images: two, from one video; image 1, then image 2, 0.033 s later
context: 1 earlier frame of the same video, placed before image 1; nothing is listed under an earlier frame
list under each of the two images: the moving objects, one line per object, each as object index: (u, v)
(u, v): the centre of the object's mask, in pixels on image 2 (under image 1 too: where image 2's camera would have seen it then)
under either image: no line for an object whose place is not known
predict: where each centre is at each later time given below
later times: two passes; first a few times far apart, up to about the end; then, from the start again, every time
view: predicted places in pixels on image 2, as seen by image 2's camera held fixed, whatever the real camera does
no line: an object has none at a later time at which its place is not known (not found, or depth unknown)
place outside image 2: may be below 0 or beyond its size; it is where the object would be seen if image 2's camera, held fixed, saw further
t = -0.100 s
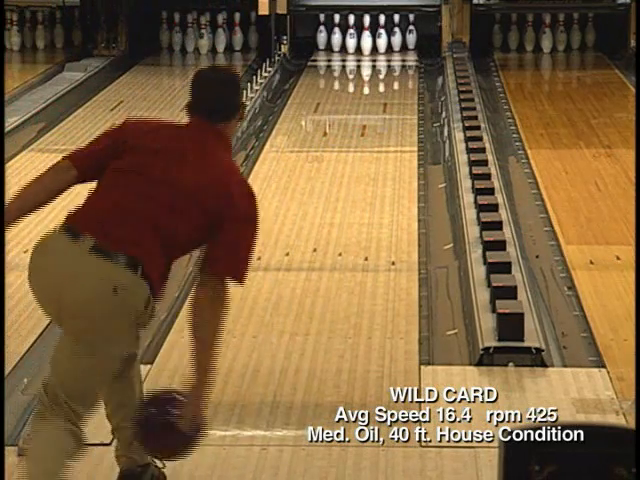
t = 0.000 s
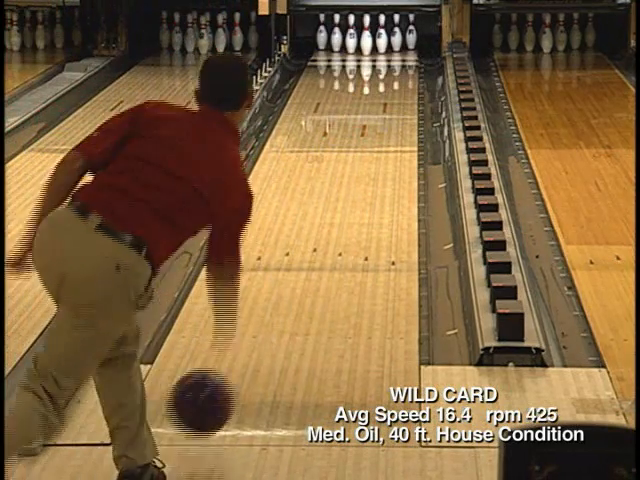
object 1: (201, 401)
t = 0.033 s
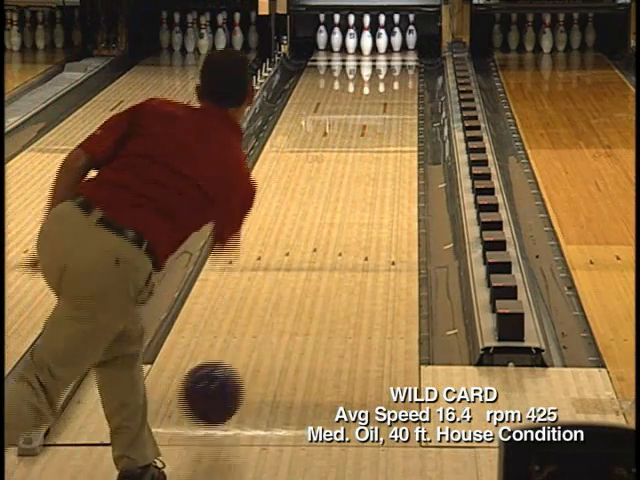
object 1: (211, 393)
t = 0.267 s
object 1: (268, 320)
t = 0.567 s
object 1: (318, 242)
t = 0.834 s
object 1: (349, 192)
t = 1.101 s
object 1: (373, 152)
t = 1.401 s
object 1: (391, 118)
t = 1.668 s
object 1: (401, 94)
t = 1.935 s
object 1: (402, 75)
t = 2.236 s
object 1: (392, 58)
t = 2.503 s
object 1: (376, 45)
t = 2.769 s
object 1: (377, 43)
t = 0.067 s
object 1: (220, 388)
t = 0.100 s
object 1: (230, 377)
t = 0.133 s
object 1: (238, 364)
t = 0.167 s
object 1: (246, 354)
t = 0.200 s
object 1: (254, 342)
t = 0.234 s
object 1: (261, 330)
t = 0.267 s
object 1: (268, 320)
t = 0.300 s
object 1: (275, 310)
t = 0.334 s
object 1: (281, 300)
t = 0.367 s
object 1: (287, 291)
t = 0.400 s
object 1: (293, 282)
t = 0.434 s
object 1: (298, 273)
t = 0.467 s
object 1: (304, 265)
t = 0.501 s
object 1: (309, 257)
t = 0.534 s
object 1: (313, 249)
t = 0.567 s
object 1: (318, 242)
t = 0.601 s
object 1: (323, 235)
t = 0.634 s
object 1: (327, 228)
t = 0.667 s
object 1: (331, 223)
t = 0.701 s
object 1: (335, 214)
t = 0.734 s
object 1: (340, 207)
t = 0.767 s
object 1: (343, 203)
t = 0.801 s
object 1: (346, 197)
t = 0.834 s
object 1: (349, 192)
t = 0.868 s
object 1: (353, 186)
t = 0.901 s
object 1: (356, 180)
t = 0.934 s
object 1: (359, 175)
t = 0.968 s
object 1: (362, 170)
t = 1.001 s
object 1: (365, 165)
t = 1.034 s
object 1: (367, 161)
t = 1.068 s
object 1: (370, 156)
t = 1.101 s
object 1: (373, 152)
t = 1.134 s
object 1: (375, 148)
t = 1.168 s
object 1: (377, 144)
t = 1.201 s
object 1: (380, 140)
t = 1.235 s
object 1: (382, 136)
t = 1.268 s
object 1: (384, 132)
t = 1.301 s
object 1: (386, 128)
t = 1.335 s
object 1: (388, 125)
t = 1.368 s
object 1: (390, 121)
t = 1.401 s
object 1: (391, 118)
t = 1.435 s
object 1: (393, 115)
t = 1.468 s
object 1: (395, 111)
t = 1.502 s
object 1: (396, 109)
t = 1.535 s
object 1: (397, 106)
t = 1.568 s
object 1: (398, 103)
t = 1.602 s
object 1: (399, 100)
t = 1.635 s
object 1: (400, 97)
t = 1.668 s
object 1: (401, 94)
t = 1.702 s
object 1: (401, 92)
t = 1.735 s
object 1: (401, 90)
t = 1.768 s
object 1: (402, 86)
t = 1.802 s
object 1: (402, 84)
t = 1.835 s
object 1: (402, 82)
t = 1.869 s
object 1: (402, 80)
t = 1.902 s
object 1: (402, 77)
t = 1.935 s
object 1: (402, 75)
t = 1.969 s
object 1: (401, 73)
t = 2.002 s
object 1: (401, 71)
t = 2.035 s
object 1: (400, 69)
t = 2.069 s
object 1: (399, 67)
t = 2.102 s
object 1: (398, 65)
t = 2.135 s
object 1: (397, 64)
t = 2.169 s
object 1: (396, 62)
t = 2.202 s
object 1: (394, 60)
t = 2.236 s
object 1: (392, 58)
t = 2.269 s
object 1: (390, 56)
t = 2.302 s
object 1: (389, 55)
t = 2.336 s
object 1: (387, 53)
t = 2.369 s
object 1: (385, 52)
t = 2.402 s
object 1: (383, 50)
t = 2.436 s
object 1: (381, 49)
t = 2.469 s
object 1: (378, 47)
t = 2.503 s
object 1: (376, 45)
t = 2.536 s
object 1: (376, 44)
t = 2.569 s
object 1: (376, 44)
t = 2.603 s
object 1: (375, 43)
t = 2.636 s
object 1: (375, 42)
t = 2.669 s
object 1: (375, 42)
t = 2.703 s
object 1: (376, 41)
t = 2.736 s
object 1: (377, 41)
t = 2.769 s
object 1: (377, 43)
